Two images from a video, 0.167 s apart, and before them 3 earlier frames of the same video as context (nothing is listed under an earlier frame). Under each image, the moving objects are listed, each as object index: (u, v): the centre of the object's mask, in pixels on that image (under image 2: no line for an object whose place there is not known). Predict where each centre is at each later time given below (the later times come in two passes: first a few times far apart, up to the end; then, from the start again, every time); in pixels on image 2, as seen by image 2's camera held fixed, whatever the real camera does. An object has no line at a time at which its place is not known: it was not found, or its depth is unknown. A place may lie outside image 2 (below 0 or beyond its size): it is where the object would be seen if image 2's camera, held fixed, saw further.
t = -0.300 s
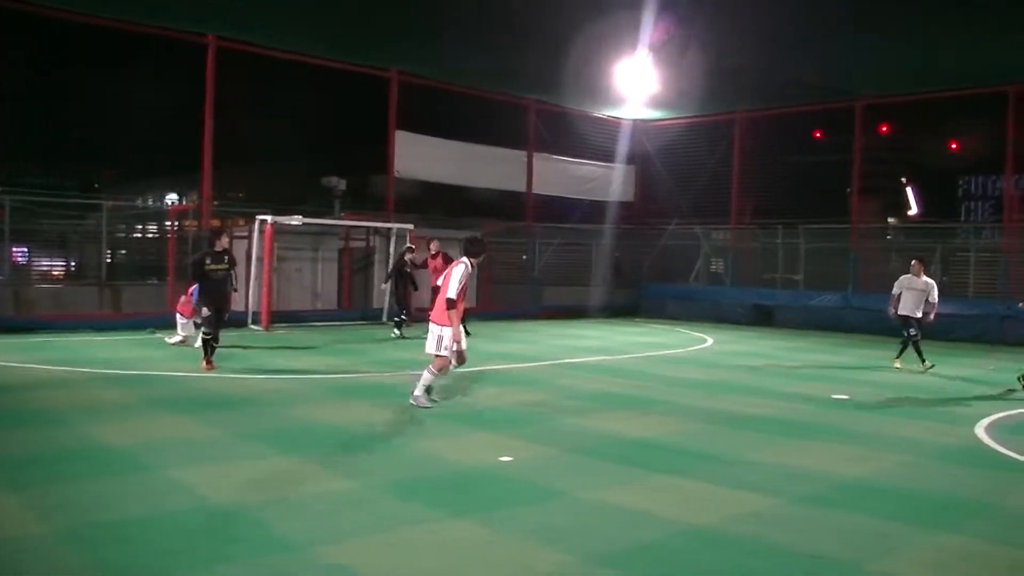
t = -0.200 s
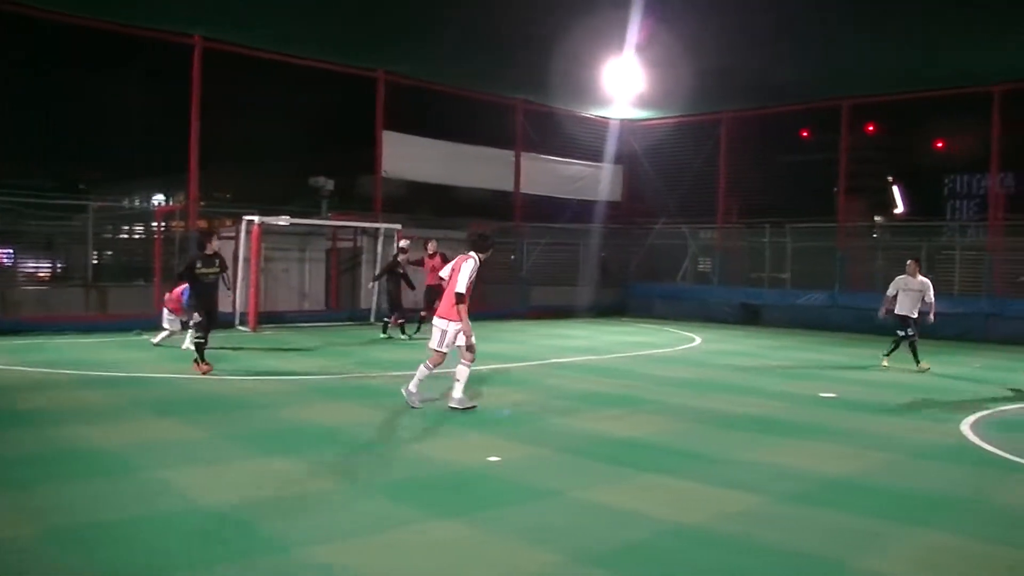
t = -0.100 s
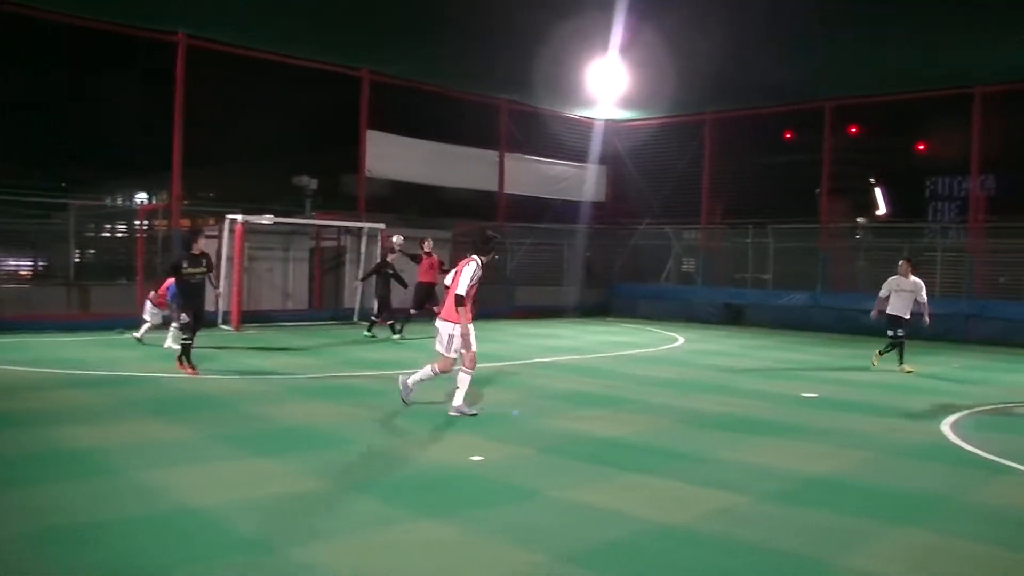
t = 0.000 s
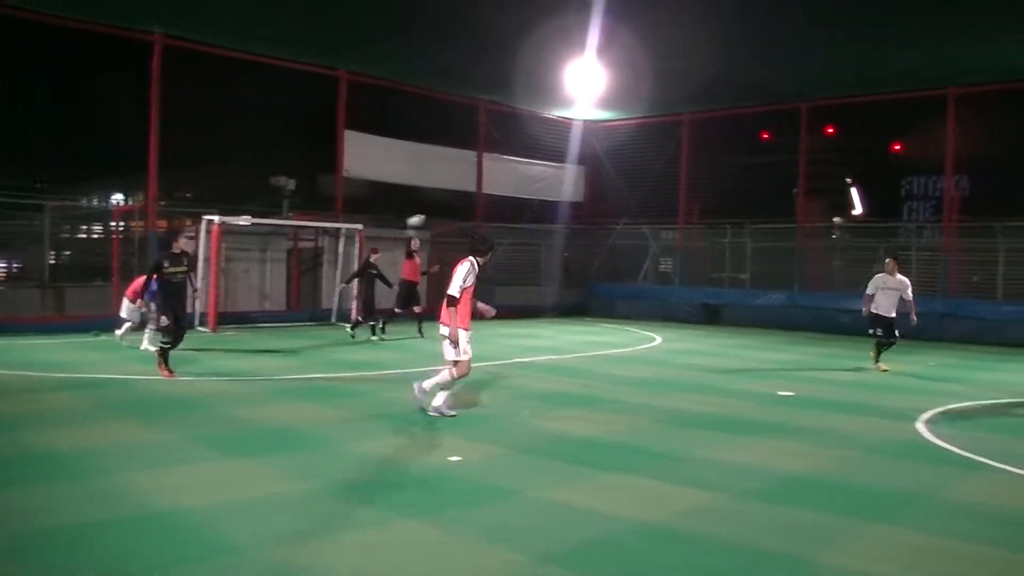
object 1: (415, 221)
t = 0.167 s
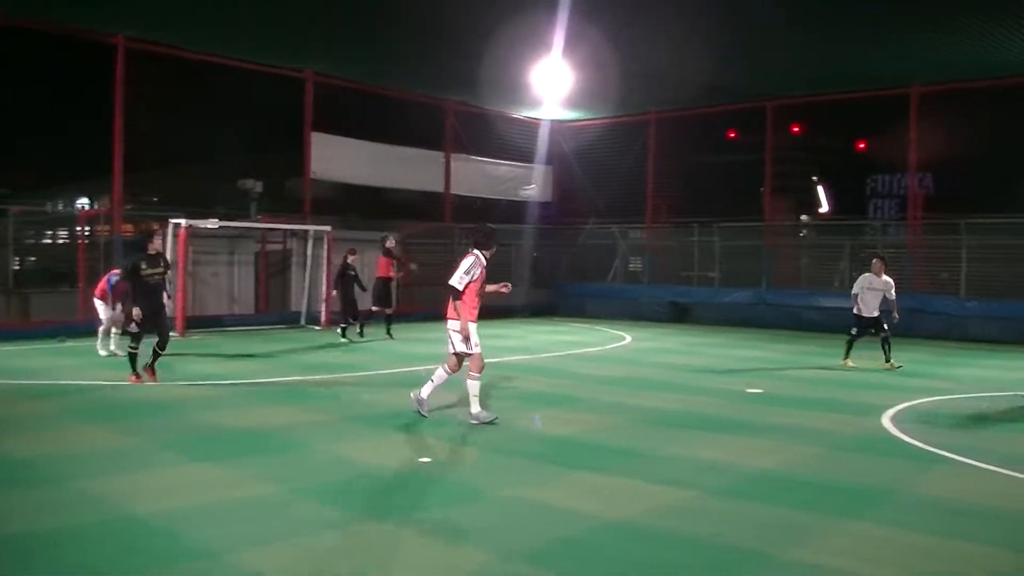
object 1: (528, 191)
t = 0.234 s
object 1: (590, 183)
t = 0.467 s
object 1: (838, 169)
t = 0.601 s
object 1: (986, 178)
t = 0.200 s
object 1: (560, 187)
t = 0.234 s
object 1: (590, 183)
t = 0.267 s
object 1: (623, 180)
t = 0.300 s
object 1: (656, 177)
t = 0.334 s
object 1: (691, 174)
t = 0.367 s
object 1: (726, 172)
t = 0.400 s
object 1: (762, 171)
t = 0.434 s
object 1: (798, 170)
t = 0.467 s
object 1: (838, 169)
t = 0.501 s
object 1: (878, 170)
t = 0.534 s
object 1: (916, 171)
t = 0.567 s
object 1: (950, 175)
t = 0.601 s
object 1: (986, 178)
